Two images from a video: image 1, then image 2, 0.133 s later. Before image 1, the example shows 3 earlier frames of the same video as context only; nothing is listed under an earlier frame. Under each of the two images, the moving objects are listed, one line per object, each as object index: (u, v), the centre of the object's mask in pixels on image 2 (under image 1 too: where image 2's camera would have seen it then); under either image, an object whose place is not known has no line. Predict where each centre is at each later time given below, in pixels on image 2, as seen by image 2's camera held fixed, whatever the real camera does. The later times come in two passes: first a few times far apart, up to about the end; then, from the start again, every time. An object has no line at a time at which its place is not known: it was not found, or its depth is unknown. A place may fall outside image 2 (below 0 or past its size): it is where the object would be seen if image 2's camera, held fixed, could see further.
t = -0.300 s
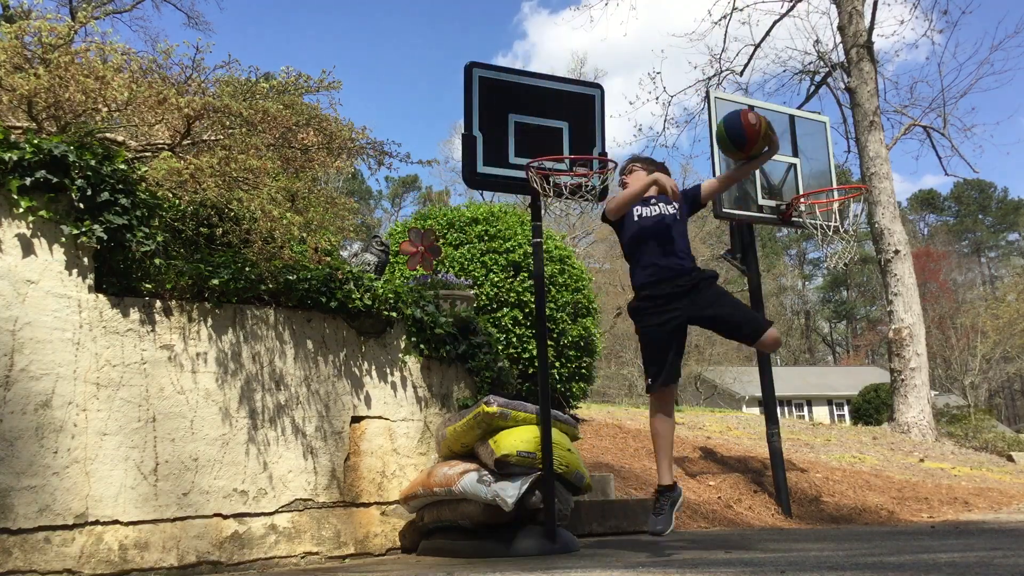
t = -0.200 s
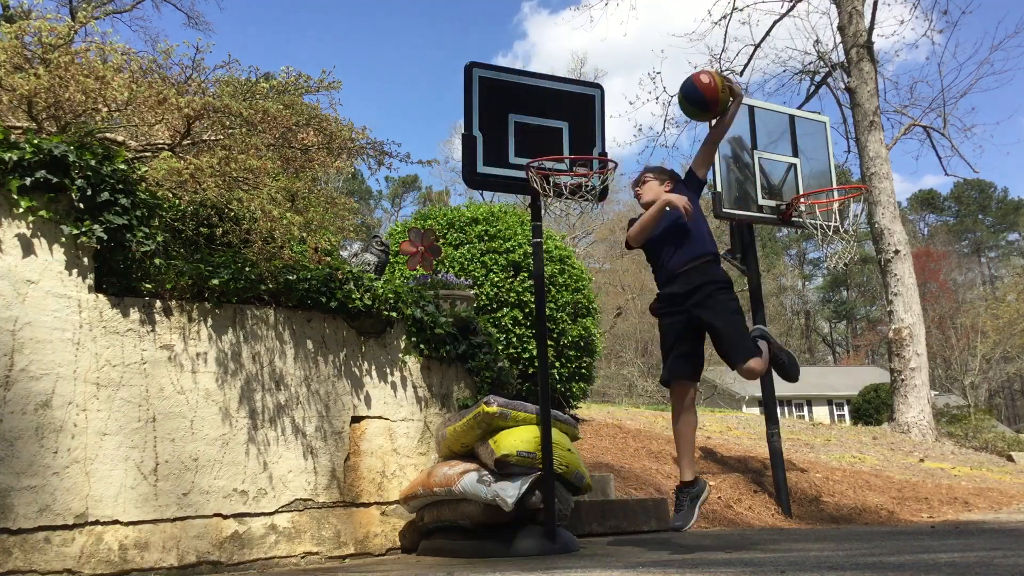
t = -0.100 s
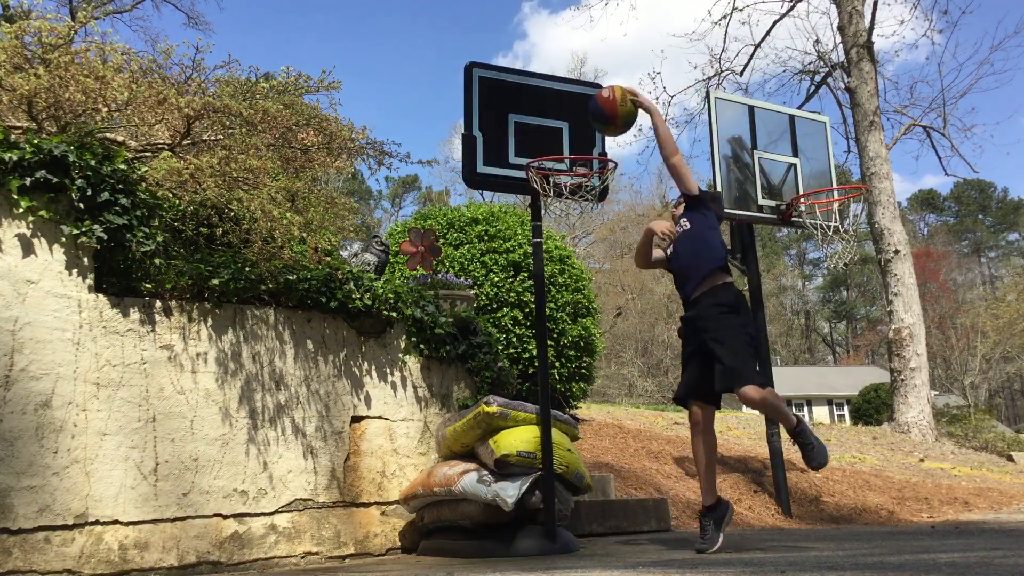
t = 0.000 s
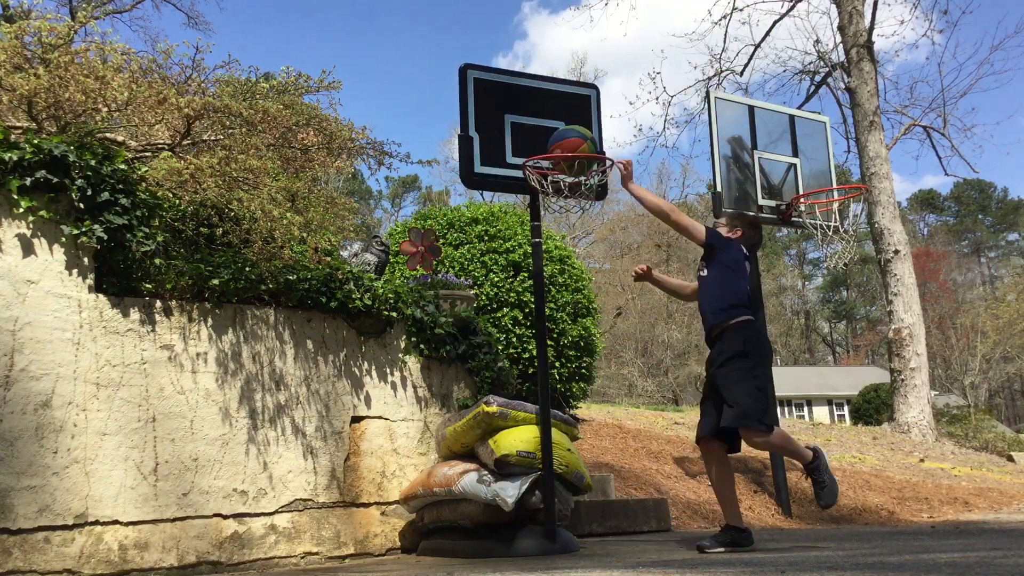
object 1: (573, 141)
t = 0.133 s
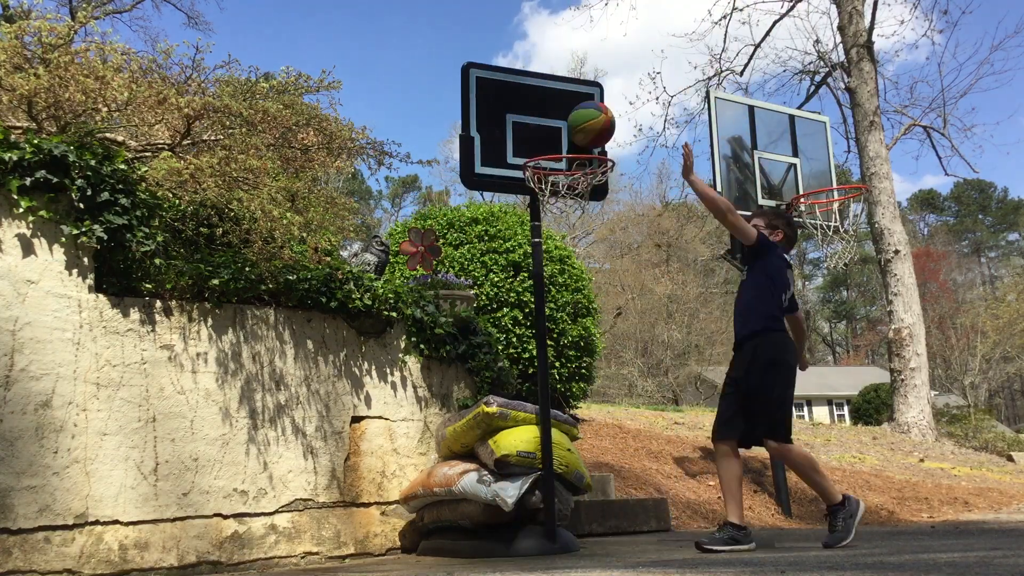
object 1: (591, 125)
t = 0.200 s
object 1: (606, 125)
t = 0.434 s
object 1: (678, 193)
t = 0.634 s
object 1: (750, 340)
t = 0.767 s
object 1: (808, 493)
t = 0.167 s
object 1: (597, 124)
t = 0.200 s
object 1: (606, 125)
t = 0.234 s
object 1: (617, 128)
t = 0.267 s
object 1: (626, 134)
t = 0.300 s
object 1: (636, 141)
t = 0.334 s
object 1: (646, 151)
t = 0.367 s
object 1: (656, 162)
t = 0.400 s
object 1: (667, 177)
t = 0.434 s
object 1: (678, 193)
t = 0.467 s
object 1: (689, 211)
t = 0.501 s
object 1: (700, 232)
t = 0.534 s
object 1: (712, 255)
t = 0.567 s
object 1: (724, 281)
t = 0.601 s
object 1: (737, 309)
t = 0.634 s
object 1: (750, 340)
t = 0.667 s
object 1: (763, 374)
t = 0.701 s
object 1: (778, 410)
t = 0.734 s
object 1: (793, 450)
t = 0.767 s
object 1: (808, 493)
